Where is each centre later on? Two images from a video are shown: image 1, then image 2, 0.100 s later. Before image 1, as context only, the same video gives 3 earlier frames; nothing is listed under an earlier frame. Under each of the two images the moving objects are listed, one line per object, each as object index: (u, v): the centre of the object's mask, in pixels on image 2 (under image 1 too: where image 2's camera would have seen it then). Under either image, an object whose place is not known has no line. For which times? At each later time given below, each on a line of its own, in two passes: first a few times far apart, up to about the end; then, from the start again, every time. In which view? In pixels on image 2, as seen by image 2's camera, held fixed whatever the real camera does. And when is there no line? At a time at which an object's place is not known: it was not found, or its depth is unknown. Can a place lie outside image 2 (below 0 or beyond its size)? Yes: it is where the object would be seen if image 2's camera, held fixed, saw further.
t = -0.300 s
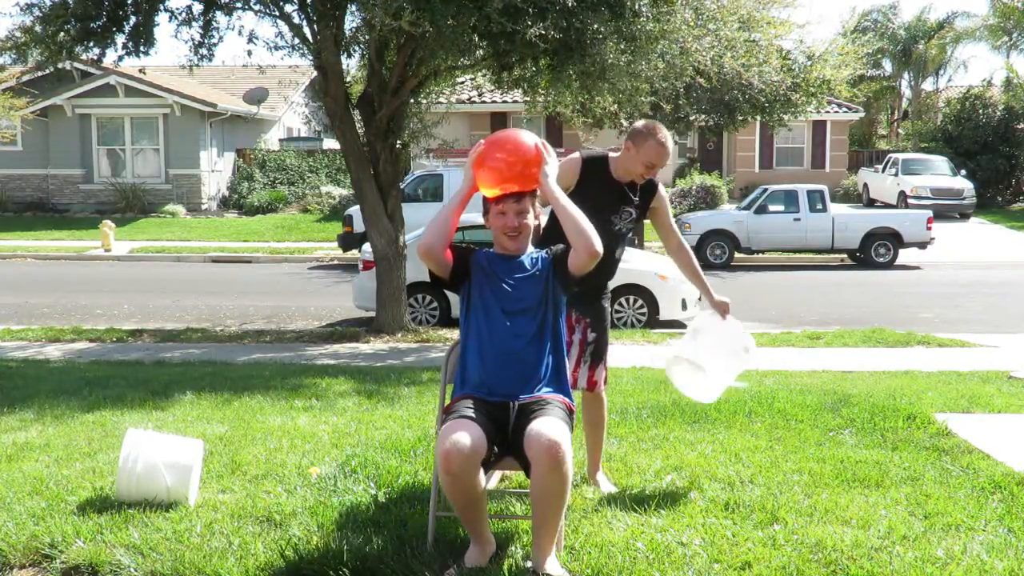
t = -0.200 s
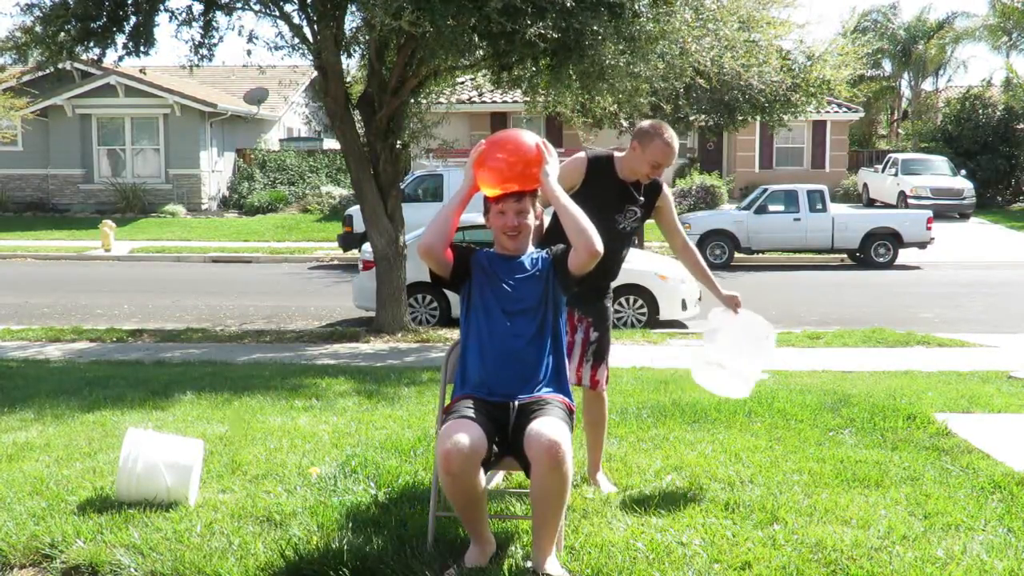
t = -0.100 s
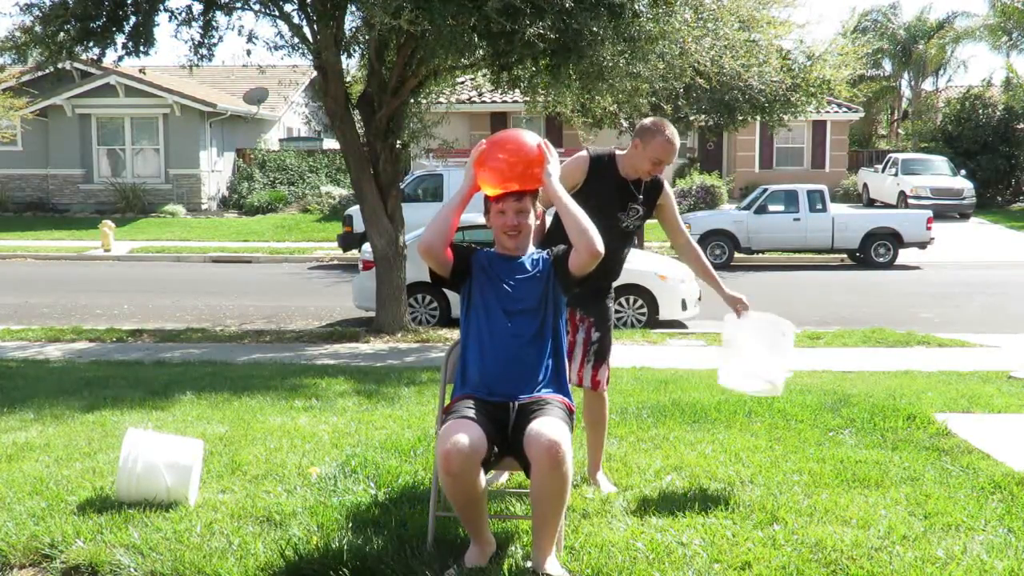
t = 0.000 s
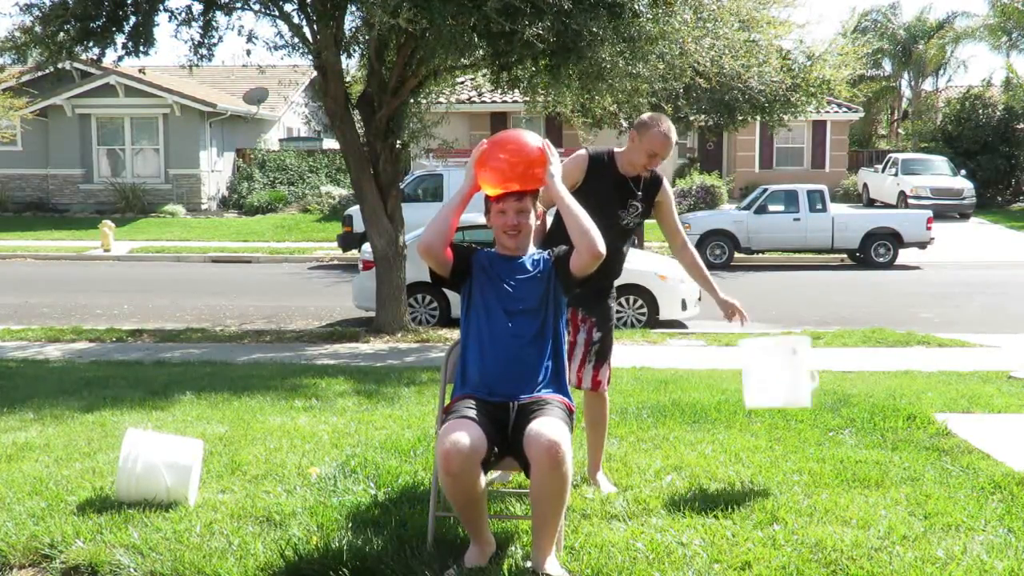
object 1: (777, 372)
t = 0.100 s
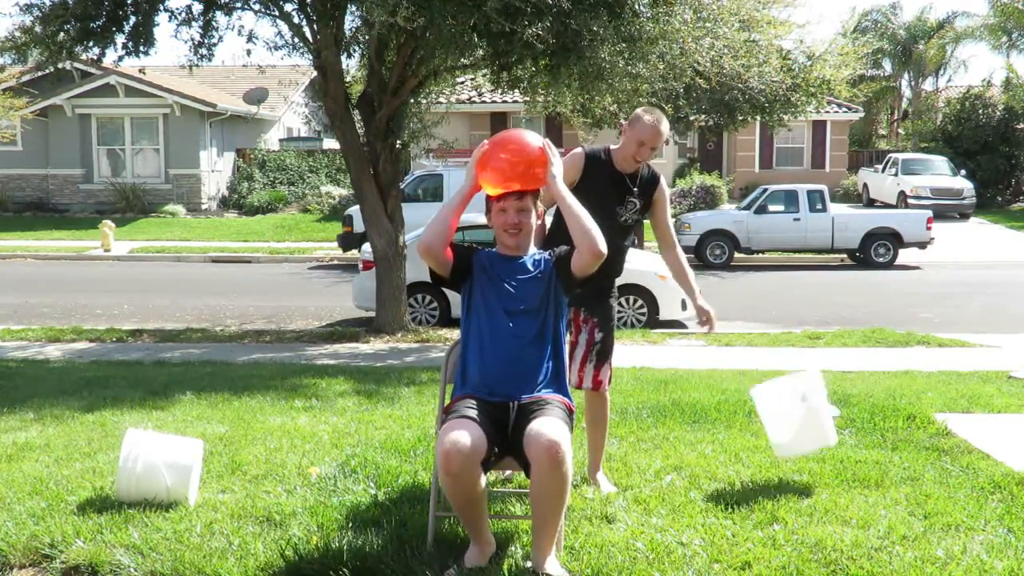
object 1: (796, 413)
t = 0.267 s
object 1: (834, 449)
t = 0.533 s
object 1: (881, 452)
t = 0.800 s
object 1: (899, 450)
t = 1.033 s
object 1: (902, 450)
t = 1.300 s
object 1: (904, 451)
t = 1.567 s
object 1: (905, 451)
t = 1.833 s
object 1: (905, 451)
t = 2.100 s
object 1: (906, 452)
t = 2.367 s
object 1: (906, 452)
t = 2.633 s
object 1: (906, 452)
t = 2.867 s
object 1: (906, 452)
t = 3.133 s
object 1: (906, 452)
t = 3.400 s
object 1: (906, 452)
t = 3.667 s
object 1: (906, 452)
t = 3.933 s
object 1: (906, 452)
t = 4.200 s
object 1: (906, 452)
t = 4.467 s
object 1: (906, 452)
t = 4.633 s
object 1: (907, 452)
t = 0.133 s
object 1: (802, 432)
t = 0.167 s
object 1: (809, 448)
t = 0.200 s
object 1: (817, 447)
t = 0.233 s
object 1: (825, 447)
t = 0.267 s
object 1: (834, 449)
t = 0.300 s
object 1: (842, 451)
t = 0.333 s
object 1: (848, 448)
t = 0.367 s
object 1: (853, 446)
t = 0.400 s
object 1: (858, 446)
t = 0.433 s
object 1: (864, 447)
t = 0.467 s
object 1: (870, 449)
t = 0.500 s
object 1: (876, 450)
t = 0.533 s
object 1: (881, 452)
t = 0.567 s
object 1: (885, 451)
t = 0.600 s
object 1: (889, 450)
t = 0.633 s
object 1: (891, 448)
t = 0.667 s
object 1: (894, 449)
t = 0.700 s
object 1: (895, 450)
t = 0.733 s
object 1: (897, 450)
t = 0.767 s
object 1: (898, 450)
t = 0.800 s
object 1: (899, 450)
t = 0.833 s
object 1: (900, 450)
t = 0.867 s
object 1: (900, 450)
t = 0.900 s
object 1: (901, 450)
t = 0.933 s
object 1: (901, 450)
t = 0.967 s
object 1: (901, 450)
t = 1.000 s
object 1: (901, 450)
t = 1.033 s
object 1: (902, 450)
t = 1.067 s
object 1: (902, 450)
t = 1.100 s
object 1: (902, 450)
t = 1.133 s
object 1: (903, 450)
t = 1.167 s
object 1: (903, 450)
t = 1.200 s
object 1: (903, 451)
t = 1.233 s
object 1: (904, 451)
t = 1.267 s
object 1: (904, 451)
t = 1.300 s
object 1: (904, 451)
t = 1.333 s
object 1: (905, 451)
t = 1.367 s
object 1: (905, 451)
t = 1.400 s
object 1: (905, 451)
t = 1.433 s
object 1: (905, 451)
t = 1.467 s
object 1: (905, 451)
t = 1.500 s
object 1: (905, 451)
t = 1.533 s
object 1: (905, 451)
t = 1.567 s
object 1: (905, 451)
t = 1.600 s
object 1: (905, 451)
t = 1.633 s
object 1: (905, 451)
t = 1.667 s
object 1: (905, 451)
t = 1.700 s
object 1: (905, 451)
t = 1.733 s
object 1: (905, 452)
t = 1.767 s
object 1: (905, 452)
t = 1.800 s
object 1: (905, 451)
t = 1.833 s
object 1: (905, 451)
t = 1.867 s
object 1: (905, 452)
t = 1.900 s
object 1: (905, 452)
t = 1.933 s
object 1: (905, 452)
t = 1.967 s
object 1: (905, 452)
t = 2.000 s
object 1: (906, 452)
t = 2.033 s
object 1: (905, 452)
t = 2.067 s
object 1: (906, 452)
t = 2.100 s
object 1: (906, 452)
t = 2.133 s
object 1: (906, 452)
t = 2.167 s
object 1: (906, 452)
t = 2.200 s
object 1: (906, 452)
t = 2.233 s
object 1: (906, 452)
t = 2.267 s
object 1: (906, 452)
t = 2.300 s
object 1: (906, 452)
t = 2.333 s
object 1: (906, 452)
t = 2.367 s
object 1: (906, 452)
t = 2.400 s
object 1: (906, 452)
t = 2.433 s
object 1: (906, 452)
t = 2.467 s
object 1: (906, 452)
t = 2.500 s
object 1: (906, 452)
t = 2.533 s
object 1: (906, 452)
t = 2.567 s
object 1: (906, 452)
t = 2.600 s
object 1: (906, 452)
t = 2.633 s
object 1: (906, 452)
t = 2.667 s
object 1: (906, 452)
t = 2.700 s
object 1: (906, 452)
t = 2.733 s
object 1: (906, 452)
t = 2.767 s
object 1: (906, 452)
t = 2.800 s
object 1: (906, 452)
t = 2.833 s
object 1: (906, 452)
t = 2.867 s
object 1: (906, 452)
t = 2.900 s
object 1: (906, 452)
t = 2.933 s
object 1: (906, 452)
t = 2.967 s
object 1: (906, 452)
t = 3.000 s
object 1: (906, 452)
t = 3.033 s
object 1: (906, 452)
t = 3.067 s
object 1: (906, 452)
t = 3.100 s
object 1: (906, 452)
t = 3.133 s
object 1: (906, 452)
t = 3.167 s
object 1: (906, 452)
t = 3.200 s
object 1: (906, 452)
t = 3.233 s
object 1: (906, 452)
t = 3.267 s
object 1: (906, 452)
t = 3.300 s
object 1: (906, 452)
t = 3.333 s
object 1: (906, 452)
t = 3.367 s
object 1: (906, 452)
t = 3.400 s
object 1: (906, 452)
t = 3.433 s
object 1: (906, 452)
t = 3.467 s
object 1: (906, 452)
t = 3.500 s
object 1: (906, 452)
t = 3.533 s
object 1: (906, 452)
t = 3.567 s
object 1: (906, 452)
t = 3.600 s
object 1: (906, 452)
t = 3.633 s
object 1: (906, 452)
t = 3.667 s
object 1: (906, 452)
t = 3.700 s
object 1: (906, 452)
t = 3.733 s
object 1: (906, 452)
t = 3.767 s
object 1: (906, 452)
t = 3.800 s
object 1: (906, 452)
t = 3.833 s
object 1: (906, 452)
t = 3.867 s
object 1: (906, 452)
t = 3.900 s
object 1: (906, 452)
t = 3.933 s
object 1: (906, 452)
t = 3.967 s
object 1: (906, 452)
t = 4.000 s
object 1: (906, 452)
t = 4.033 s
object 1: (906, 452)
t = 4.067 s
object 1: (906, 452)
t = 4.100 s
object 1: (906, 452)
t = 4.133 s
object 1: (906, 452)
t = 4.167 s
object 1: (906, 452)
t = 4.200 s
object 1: (906, 452)
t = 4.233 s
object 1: (906, 452)
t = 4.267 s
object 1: (906, 452)
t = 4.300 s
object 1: (906, 452)
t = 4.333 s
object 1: (906, 452)
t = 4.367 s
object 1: (906, 452)
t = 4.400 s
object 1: (906, 452)
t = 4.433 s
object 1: (906, 452)
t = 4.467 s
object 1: (906, 452)
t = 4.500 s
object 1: (906, 452)
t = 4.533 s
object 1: (906, 452)
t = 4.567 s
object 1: (906, 452)
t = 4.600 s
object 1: (906, 452)
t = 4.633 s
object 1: (907, 452)
